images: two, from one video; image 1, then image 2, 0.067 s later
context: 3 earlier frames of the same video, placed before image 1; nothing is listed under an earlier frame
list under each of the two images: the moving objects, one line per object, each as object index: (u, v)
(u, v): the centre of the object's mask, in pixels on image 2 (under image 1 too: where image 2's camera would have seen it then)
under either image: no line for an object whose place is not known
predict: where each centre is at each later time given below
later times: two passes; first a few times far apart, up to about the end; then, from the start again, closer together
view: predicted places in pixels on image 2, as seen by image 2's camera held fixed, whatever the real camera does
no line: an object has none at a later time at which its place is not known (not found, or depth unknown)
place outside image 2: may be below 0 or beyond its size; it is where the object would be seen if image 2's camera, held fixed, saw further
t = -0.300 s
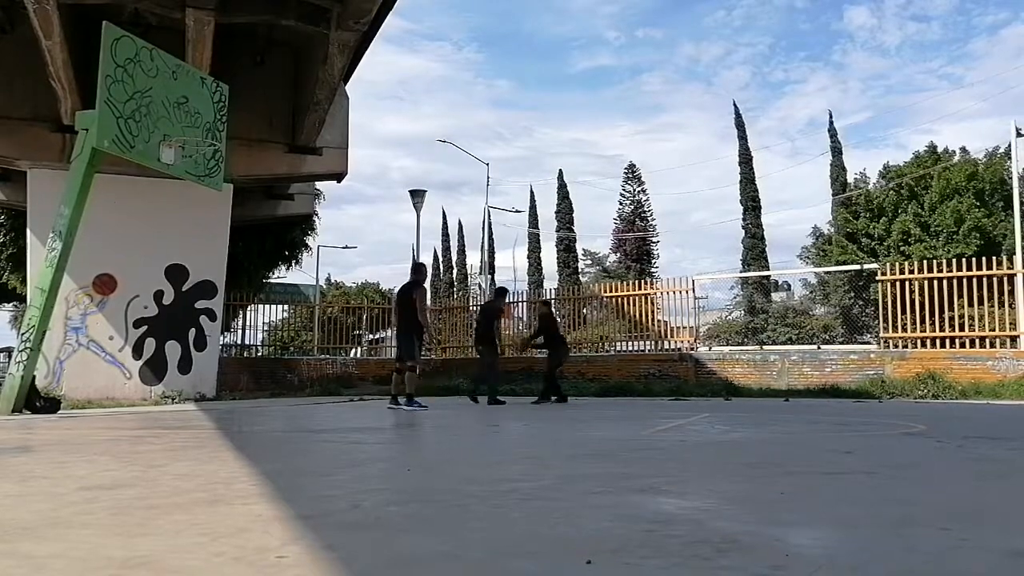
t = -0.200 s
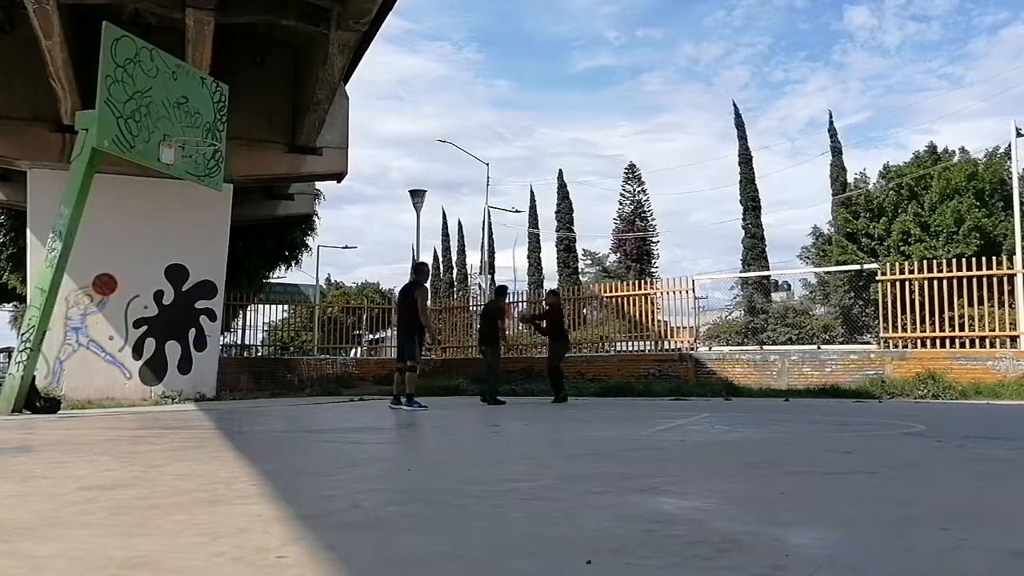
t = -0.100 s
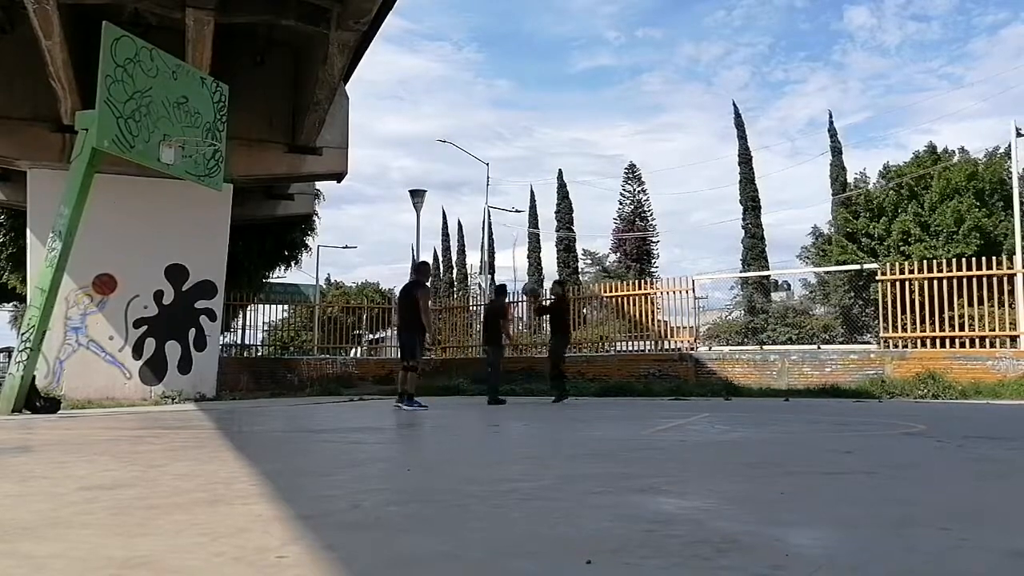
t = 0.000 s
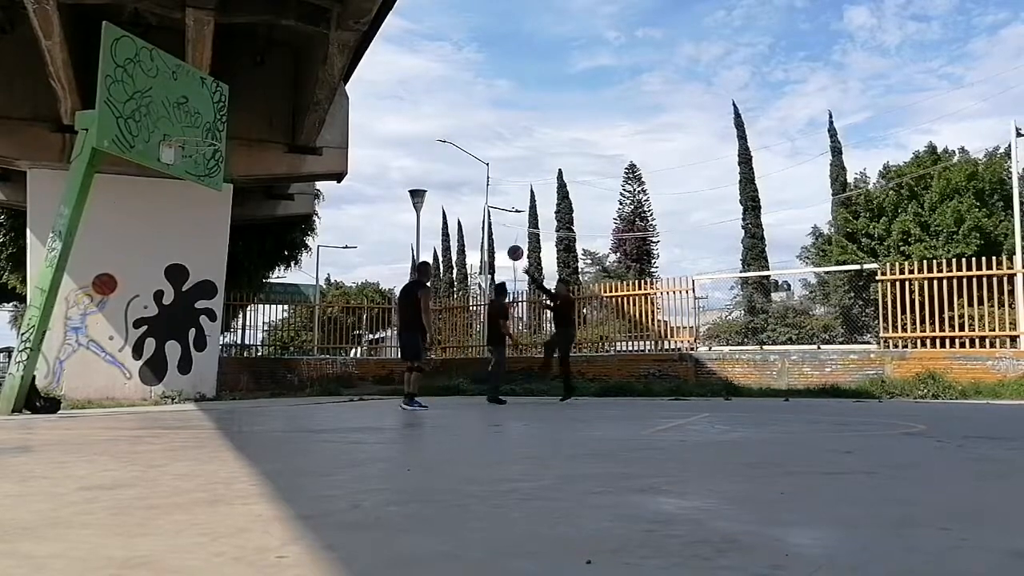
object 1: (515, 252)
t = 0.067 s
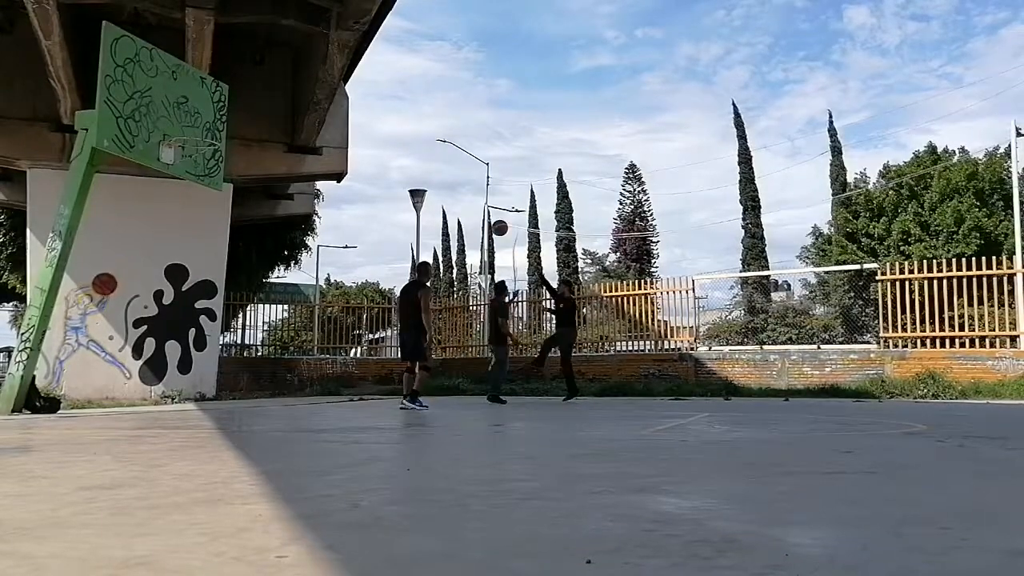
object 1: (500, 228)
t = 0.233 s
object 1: (458, 175)
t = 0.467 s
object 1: (394, 127)
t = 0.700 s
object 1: (309, 115)
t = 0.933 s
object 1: (218, 155)
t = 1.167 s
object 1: (183, 223)
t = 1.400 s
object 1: (141, 366)
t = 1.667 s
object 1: (148, 297)
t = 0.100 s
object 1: (492, 216)
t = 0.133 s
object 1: (483, 205)
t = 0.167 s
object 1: (475, 195)
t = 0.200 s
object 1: (467, 184)
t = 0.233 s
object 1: (458, 175)
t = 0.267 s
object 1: (450, 166)
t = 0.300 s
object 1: (441, 158)
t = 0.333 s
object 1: (432, 150)
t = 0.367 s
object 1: (423, 144)
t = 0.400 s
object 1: (413, 137)
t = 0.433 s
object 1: (404, 132)
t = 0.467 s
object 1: (394, 127)
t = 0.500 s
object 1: (385, 123)
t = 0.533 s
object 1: (374, 119)
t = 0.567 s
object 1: (364, 116)
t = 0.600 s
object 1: (354, 114)
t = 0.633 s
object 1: (344, 113)
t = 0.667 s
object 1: (319, 113)
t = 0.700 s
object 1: (309, 115)
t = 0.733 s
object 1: (297, 117)
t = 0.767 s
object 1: (285, 121)
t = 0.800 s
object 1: (273, 125)
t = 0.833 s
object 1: (260, 130)
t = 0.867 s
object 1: (253, 134)
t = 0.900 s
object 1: (233, 145)
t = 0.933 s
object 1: (218, 155)
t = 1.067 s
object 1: (197, 188)
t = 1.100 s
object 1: (193, 196)
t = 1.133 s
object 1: (188, 210)
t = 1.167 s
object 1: (183, 223)
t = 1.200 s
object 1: (178, 239)
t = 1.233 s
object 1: (172, 256)
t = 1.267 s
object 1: (168, 274)
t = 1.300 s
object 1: (161, 295)
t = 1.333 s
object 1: (155, 316)
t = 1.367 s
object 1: (147, 340)
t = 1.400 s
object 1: (141, 366)
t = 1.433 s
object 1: (136, 393)
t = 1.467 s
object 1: (132, 402)
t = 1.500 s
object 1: (134, 382)
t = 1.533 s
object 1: (137, 363)
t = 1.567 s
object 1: (141, 345)
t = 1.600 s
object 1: (143, 328)
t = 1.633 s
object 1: (145, 312)
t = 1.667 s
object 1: (148, 297)
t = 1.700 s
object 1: (151, 283)
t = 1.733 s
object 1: (154, 271)
